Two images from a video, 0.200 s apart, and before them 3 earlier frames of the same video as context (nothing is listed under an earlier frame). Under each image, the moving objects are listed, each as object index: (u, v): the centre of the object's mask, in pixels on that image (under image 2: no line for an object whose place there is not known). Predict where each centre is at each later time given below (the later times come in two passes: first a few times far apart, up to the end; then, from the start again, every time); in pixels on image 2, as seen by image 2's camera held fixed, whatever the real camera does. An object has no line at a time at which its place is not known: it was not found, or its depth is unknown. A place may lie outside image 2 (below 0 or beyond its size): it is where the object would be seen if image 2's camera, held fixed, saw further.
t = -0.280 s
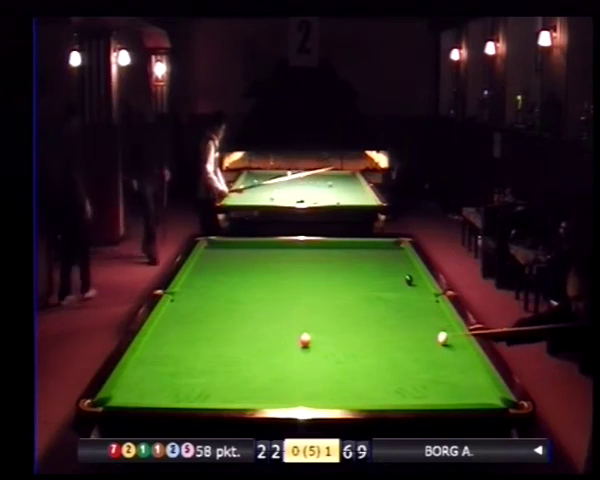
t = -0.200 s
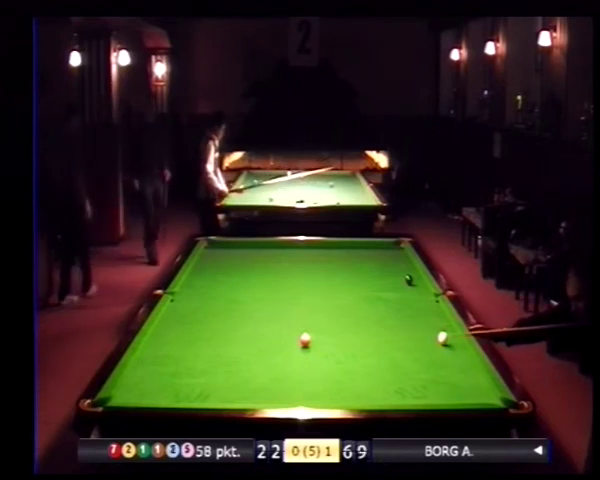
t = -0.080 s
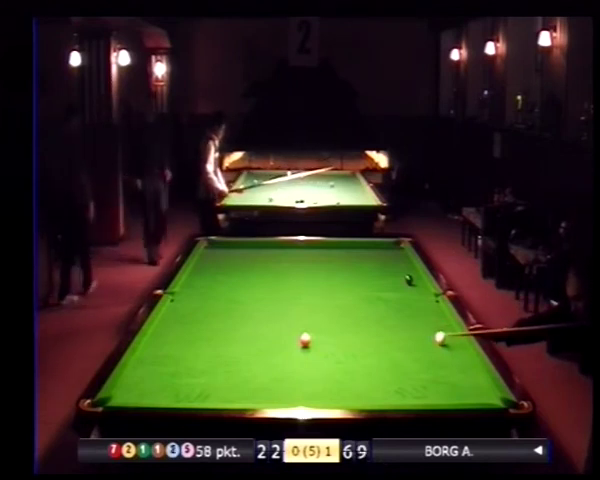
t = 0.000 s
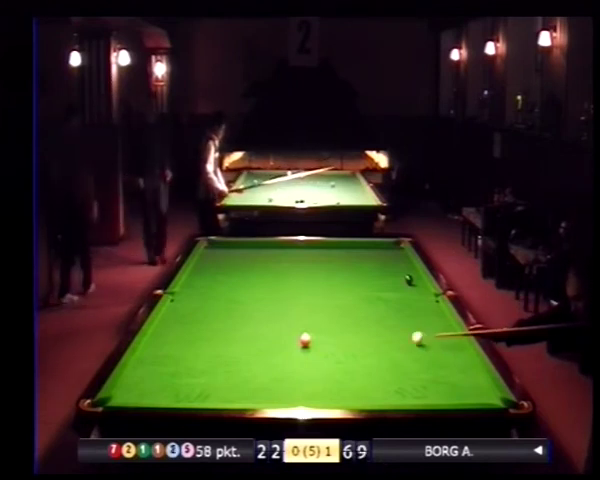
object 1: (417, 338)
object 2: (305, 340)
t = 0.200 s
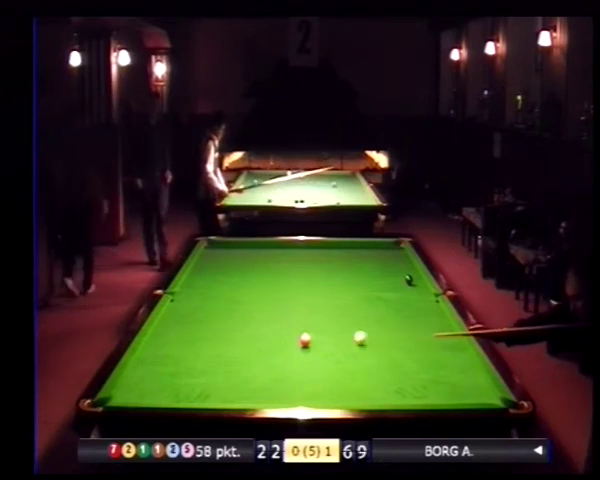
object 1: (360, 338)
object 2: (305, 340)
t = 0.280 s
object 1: (337, 337)
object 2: (305, 340)
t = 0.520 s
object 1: (283, 332)
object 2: (291, 345)
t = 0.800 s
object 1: (231, 323)
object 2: (269, 354)
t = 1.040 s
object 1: (191, 316)
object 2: (250, 361)
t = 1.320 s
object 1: (186, 310)
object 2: (228, 369)
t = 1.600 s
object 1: (221, 306)
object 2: (205, 377)
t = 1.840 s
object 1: (249, 303)
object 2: (186, 384)
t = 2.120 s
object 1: (281, 299)
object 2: (163, 391)
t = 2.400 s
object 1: (310, 296)
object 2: (140, 396)
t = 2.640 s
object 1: (332, 293)
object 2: (124, 398)
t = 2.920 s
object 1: (358, 290)
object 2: (118, 396)
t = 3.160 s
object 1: (378, 288)
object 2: (129, 395)
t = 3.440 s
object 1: (399, 285)
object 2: (140, 394)
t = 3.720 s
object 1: (419, 282)
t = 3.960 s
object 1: (413, 281)
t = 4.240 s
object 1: (408, 281)
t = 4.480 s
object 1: (404, 281)
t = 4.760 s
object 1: (400, 281)
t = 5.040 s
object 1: (398, 282)
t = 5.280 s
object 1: (396, 281)
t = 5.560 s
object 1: (395, 281)
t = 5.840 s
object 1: (395, 281)
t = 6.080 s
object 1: (395, 281)
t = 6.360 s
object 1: (394, 281)
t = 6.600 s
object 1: (395, 281)
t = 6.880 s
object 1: (395, 282)
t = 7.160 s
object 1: (395, 281)
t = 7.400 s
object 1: (395, 281)
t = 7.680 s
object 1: (395, 281)
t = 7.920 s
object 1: (395, 281)
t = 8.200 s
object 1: (395, 281)
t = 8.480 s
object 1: (395, 282)
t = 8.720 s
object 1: (395, 282)
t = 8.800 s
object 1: (395, 282)
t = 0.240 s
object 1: (348, 337)
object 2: (305, 340)
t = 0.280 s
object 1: (337, 337)
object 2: (305, 340)
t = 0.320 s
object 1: (326, 337)
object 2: (305, 340)
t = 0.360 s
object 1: (314, 337)
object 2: (304, 340)
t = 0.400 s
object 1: (306, 334)
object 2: (302, 341)
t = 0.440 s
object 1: (299, 332)
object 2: (298, 343)
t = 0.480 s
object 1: (290, 332)
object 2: (295, 344)
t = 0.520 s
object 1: (283, 332)
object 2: (291, 345)
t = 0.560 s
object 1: (275, 331)
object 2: (288, 346)
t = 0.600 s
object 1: (267, 329)
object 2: (285, 348)
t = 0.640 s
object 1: (260, 328)
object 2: (282, 349)
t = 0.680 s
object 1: (253, 327)
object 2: (279, 350)
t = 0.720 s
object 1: (245, 326)
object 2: (276, 351)
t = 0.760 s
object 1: (238, 325)
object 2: (272, 352)
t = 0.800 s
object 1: (231, 323)
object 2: (269, 354)
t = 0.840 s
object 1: (224, 322)
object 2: (266, 355)
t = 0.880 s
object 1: (218, 321)
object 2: (263, 356)
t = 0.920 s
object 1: (210, 320)
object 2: (260, 357)
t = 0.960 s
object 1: (204, 318)
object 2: (257, 358)
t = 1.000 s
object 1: (198, 317)
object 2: (253, 360)
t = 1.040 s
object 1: (191, 316)
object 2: (250, 361)
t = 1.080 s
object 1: (185, 315)
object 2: (247, 362)
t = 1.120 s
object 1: (178, 314)
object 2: (244, 363)
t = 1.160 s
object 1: (172, 313)
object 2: (241, 364)
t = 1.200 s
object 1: (169, 312)
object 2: (237, 365)
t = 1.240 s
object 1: (175, 312)
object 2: (234, 367)
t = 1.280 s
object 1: (180, 311)
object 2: (231, 368)
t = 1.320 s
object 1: (186, 310)
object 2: (228, 369)
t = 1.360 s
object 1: (191, 310)
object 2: (224, 370)
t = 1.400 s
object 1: (196, 309)
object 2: (221, 371)
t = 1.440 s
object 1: (201, 309)
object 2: (218, 372)
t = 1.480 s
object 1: (206, 308)
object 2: (215, 373)
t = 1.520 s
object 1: (211, 308)
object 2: (211, 375)
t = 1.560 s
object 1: (216, 307)
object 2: (208, 376)
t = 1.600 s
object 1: (221, 306)
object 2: (205, 377)
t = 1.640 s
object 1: (226, 306)
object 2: (201, 378)
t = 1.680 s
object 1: (231, 305)
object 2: (199, 379)
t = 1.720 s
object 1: (235, 305)
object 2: (195, 380)
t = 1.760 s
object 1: (240, 304)
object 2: (192, 381)
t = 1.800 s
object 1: (245, 304)
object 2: (189, 383)
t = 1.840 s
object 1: (249, 303)
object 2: (186, 384)
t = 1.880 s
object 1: (254, 302)
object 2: (182, 385)
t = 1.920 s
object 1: (259, 302)
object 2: (179, 386)
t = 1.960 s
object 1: (263, 301)
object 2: (176, 387)
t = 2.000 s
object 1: (267, 301)
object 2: (173, 388)
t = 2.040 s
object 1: (272, 300)
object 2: (169, 389)
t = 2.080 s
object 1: (276, 300)
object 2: (166, 390)
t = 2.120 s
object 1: (281, 299)
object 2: (163, 391)
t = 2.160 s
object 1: (285, 299)
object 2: (159, 392)
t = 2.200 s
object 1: (289, 298)
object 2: (156, 393)
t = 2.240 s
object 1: (293, 298)
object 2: (153, 393)
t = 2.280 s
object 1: (297, 297)
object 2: (150, 394)
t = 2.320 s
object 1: (301, 297)
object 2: (147, 395)
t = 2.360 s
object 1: (306, 296)
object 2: (143, 396)
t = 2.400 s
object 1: (310, 296)
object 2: (140, 396)
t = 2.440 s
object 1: (314, 295)
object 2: (137, 396)
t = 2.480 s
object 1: (317, 295)
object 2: (134, 397)
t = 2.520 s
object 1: (321, 294)
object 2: (130, 398)
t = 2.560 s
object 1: (325, 294)
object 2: (128, 398)
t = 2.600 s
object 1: (329, 294)
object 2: (126, 398)
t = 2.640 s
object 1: (332, 293)
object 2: (124, 398)
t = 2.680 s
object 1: (336, 293)
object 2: (122, 398)
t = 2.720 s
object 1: (340, 292)
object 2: (121, 397)
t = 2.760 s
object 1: (344, 292)
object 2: (120, 397)
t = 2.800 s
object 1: (347, 292)
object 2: (118, 396)
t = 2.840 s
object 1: (350, 291)
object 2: (117, 396)
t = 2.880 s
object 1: (354, 290)
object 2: (117, 396)
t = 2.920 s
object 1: (358, 290)
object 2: (118, 396)
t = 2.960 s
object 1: (361, 290)
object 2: (120, 396)
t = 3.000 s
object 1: (364, 289)
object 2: (122, 396)
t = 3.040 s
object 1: (368, 289)
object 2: (124, 396)
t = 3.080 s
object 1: (371, 289)
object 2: (125, 395)
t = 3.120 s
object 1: (374, 288)
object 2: (127, 395)
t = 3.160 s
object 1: (378, 288)
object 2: (129, 395)
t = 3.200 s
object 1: (381, 287)
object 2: (131, 395)
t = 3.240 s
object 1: (384, 287)
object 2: (132, 395)
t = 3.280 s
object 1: (387, 287)
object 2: (134, 395)
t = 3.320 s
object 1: (390, 286)
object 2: (135, 394)
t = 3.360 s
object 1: (394, 286)
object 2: (137, 395)
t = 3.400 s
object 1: (397, 285)
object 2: (138, 394)
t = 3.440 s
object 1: (399, 285)
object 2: (140, 394)
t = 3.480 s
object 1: (402, 285)
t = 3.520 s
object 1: (405, 285)
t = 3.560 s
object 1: (408, 284)
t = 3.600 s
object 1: (411, 284)
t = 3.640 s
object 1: (414, 283)
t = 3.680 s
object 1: (416, 283)
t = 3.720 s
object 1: (419, 282)
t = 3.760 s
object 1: (422, 282)
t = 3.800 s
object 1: (420, 282)
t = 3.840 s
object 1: (418, 281)
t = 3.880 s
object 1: (416, 281)
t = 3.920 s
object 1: (414, 281)
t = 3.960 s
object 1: (413, 281)
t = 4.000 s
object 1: (412, 281)
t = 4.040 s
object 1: (411, 281)
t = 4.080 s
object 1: (411, 281)
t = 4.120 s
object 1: (410, 281)
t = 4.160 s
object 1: (409, 281)
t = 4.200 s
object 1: (408, 281)
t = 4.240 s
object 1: (408, 281)
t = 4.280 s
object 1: (407, 281)
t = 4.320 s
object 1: (406, 281)
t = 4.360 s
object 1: (406, 281)
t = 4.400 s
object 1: (405, 281)
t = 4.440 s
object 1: (404, 281)
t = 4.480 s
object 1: (404, 281)
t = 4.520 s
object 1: (403, 281)
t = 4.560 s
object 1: (403, 281)
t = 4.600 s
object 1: (402, 281)
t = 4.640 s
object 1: (402, 281)
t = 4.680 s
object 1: (401, 281)
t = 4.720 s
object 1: (401, 281)
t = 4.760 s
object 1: (400, 281)
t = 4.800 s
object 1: (400, 281)
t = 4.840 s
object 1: (400, 281)
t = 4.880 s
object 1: (399, 281)
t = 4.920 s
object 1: (399, 282)
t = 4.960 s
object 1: (399, 281)
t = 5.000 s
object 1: (398, 281)
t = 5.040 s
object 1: (398, 282)
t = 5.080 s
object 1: (398, 281)
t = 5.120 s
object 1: (397, 281)
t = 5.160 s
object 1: (397, 282)
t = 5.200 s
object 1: (397, 281)
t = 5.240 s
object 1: (396, 281)
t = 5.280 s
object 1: (396, 281)
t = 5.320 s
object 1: (396, 282)
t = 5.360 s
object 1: (396, 281)
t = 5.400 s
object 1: (396, 281)
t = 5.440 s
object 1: (395, 281)
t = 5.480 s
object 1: (395, 281)
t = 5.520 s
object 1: (395, 282)
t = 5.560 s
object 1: (395, 281)
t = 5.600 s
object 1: (395, 282)
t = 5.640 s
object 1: (395, 281)
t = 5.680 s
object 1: (395, 282)
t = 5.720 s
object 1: (395, 282)
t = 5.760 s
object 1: (395, 281)
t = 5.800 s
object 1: (395, 281)
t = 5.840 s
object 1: (395, 281)
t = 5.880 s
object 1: (395, 281)
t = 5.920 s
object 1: (395, 281)
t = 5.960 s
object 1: (395, 281)
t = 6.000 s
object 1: (395, 281)
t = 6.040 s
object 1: (395, 281)
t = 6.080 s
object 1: (395, 281)
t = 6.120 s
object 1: (395, 281)
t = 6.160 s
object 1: (395, 281)
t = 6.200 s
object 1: (395, 281)
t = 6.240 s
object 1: (395, 281)
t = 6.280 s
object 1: (395, 281)
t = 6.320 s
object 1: (395, 281)
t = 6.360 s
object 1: (394, 281)
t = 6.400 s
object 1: (395, 281)
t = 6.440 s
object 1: (395, 281)
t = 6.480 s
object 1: (395, 281)
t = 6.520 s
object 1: (394, 281)
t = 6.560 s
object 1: (395, 281)
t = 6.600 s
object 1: (395, 281)
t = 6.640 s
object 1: (395, 281)
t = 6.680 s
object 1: (395, 281)
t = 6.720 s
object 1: (395, 281)
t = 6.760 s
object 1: (395, 281)
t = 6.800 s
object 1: (395, 282)
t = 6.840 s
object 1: (395, 281)
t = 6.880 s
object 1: (395, 282)
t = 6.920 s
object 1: (395, 281)
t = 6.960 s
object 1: (395, 282)
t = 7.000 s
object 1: (395, 281)
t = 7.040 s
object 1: (395, 281)
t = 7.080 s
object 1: (395, 281)
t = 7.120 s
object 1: (395, 281)
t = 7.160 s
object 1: (395, 281)
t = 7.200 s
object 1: (395, 282)
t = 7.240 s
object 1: (395, 281)
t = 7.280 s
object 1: (395, 282)
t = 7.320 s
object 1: (395, 281)
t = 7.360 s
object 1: (395, 281)
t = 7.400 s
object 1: (395, 281)
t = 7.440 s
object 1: (395, 281)
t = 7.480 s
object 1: (395, 281)
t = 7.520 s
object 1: (395, 281)
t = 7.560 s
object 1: (395, 281)
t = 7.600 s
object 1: (395, 281)
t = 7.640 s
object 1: (395, 281)
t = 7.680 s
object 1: (395, 281)
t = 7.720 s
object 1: (395, 282)
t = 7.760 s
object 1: (395, 281)
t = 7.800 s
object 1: (395, 281)
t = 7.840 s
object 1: (395, 281)
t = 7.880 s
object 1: (395, 282)
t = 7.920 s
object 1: (395, 281)
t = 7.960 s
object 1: (395, 282)
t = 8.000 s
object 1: (395, 281)
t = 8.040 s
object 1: (395, 281)
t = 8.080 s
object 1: (395, 282)
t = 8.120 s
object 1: (395, 281)
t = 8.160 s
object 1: (395, 282)
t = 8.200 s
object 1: (395, 281)
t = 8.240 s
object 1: (395, 282)
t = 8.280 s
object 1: (395, 282)
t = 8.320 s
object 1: (395, 282)
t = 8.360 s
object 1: (395, 281)
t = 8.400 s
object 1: (395, 281)
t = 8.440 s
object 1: (395, 281)
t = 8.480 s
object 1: (395, 282)
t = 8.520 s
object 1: (395, 282)
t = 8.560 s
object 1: (395, 282)
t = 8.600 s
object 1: (394, 281)
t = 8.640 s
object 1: (394, 281)
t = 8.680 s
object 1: (395, 281)
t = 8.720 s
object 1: (395, 282)
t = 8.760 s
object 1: (395, 282)
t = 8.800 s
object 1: (395, 282)
